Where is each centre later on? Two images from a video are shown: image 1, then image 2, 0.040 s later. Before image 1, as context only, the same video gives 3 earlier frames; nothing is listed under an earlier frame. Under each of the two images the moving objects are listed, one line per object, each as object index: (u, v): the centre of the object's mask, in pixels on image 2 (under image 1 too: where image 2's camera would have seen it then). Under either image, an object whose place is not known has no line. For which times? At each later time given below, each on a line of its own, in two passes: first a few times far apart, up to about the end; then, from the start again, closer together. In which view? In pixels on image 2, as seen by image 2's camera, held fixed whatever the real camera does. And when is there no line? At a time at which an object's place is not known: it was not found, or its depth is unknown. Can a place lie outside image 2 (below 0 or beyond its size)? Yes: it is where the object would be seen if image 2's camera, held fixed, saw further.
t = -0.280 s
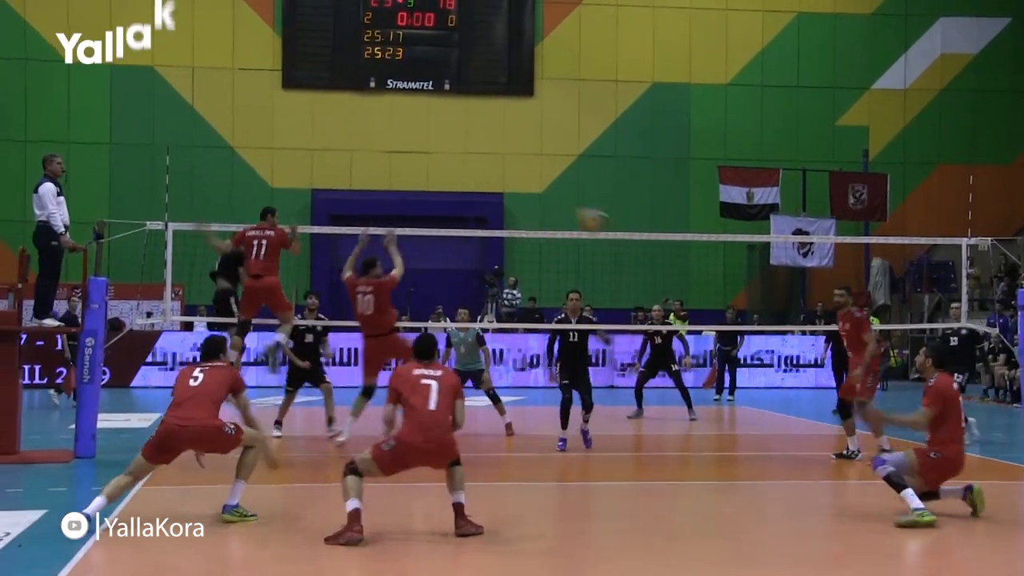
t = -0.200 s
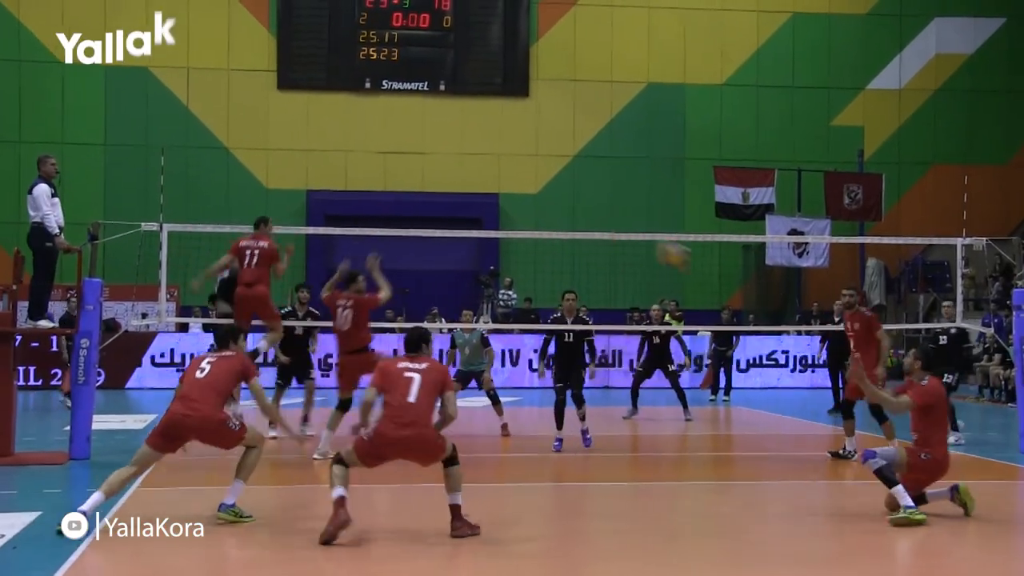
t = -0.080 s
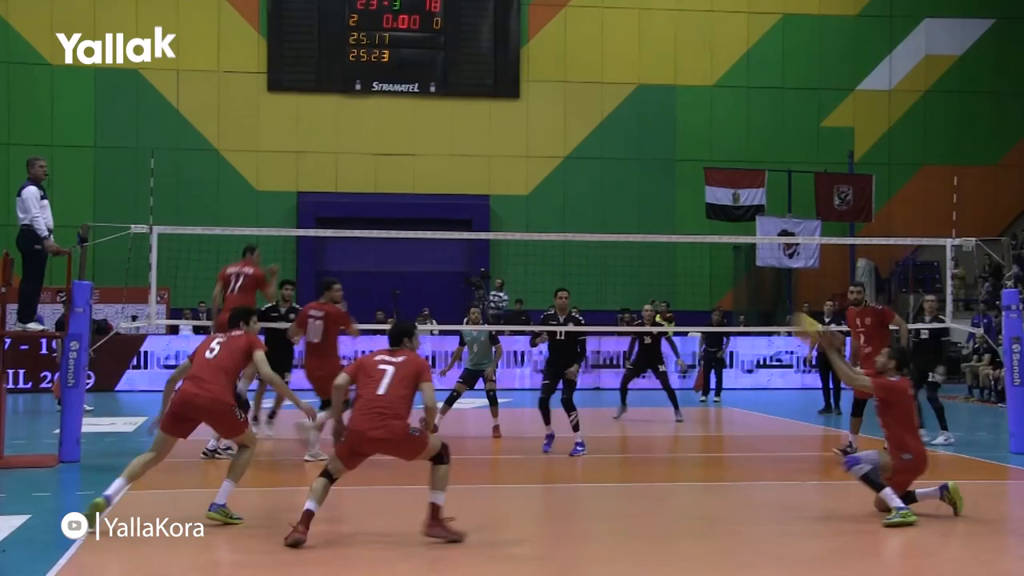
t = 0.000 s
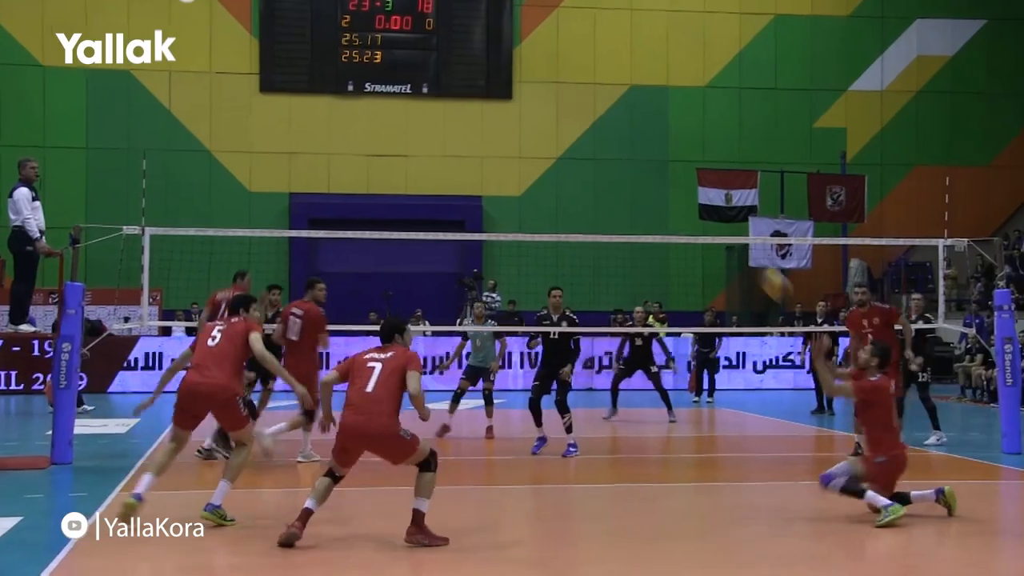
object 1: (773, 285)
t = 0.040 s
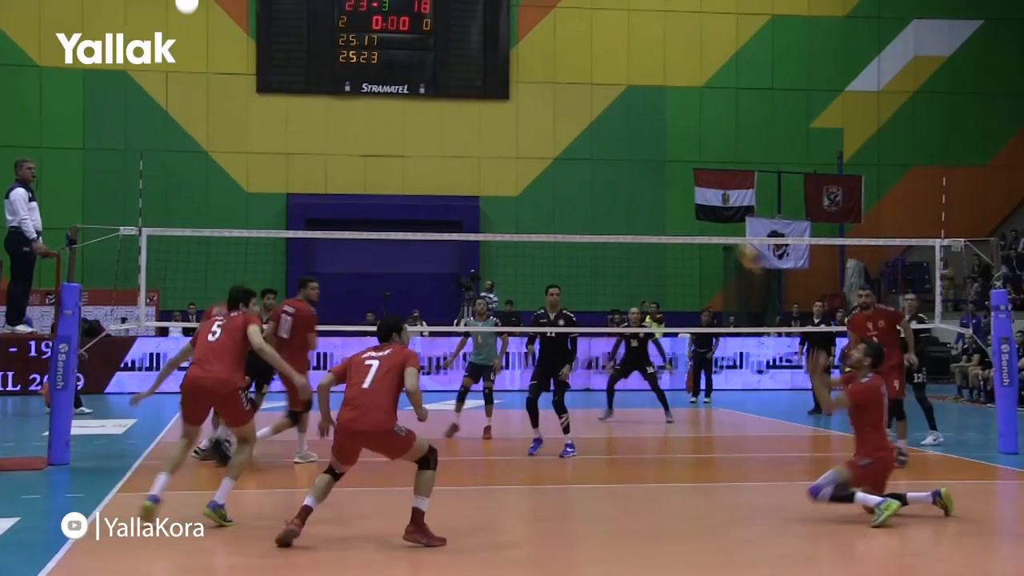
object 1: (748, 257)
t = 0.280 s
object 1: (641, 144)
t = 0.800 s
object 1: (474, 134)
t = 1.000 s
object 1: (425, 189)
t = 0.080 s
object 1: (730, 228)
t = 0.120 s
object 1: (713, 210)
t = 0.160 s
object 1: (692, 187)
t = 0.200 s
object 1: (674, 172)
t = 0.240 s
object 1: (657, 156)
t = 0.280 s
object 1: (641, 144)
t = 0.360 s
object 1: (609, 123)
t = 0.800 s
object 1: (474, 134)
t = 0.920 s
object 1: (444, 164)
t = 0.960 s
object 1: (435, 175)
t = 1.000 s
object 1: (425, 189)
